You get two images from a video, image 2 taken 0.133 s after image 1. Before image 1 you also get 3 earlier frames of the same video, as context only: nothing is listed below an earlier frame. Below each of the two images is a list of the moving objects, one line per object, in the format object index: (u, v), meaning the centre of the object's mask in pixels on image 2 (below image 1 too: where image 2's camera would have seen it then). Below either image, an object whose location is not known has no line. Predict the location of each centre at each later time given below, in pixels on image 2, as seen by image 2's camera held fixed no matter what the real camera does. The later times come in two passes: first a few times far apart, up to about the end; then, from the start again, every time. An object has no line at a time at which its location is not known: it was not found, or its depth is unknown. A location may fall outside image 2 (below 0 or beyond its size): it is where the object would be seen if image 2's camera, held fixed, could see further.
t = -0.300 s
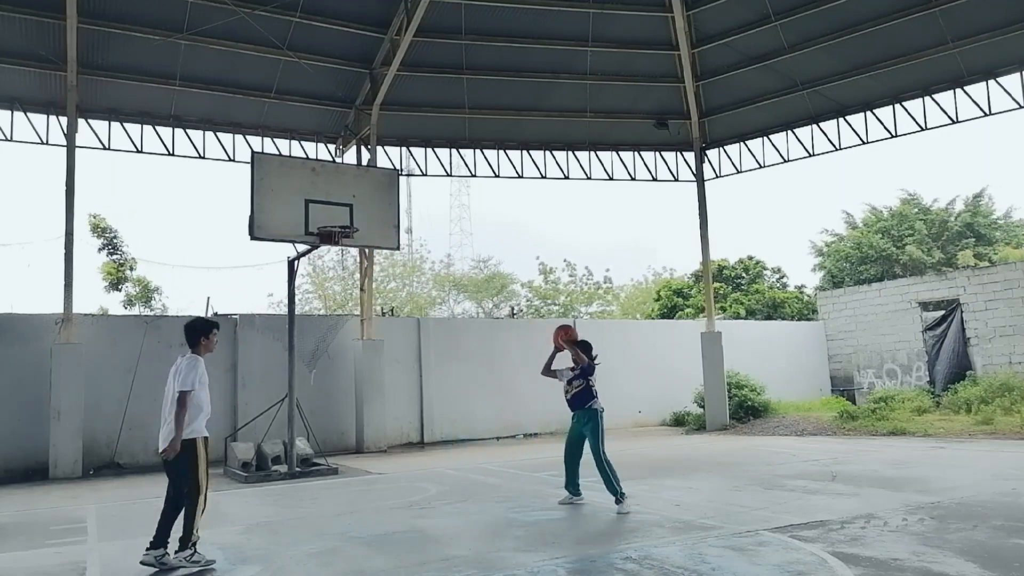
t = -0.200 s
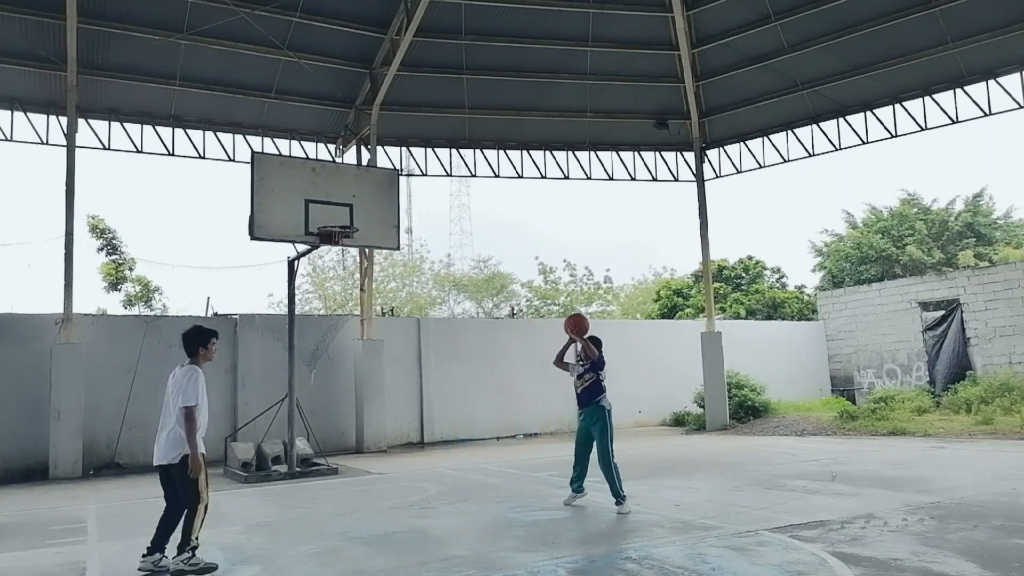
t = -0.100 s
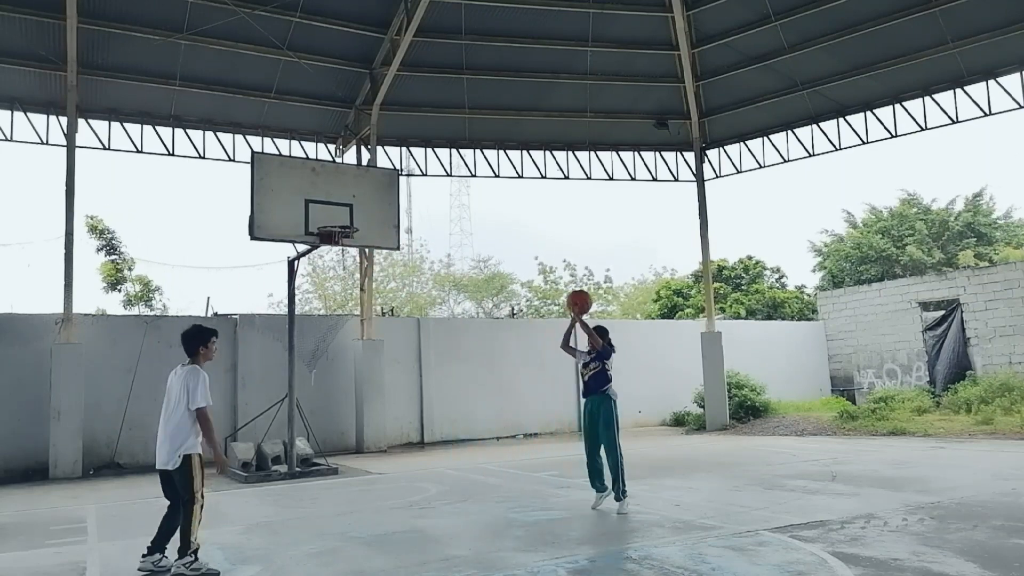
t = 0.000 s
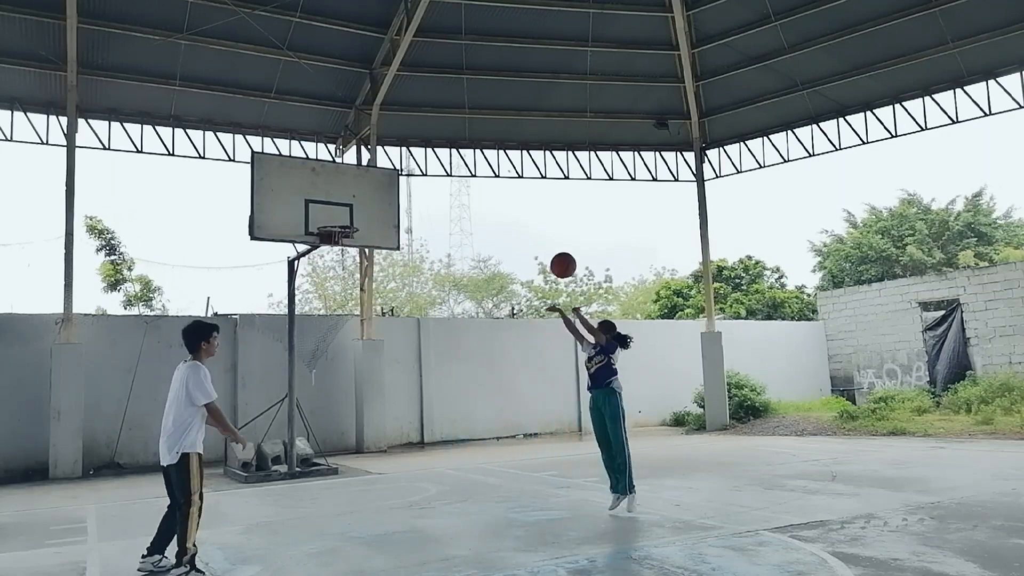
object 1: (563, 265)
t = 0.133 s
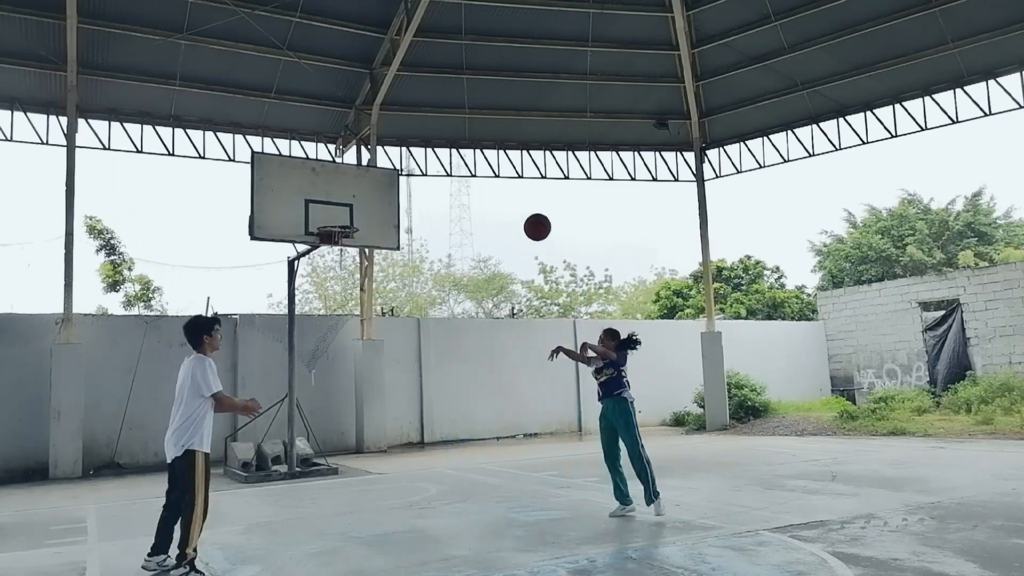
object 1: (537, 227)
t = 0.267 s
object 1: (510, 206)
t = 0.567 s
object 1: (437, 241)
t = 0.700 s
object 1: (398, 307)
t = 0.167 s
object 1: (531, 220)
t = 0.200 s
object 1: (524, 214)
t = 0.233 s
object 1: (517, 210)
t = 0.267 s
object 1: (510, 206)
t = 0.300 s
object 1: (502, 204)
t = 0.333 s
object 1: (495, 203)
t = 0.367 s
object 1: (487, 204)
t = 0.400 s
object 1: (480, 206)
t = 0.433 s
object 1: (472, 209)
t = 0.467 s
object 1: (463, 215)
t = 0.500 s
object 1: (455, 222)
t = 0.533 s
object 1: (446, 230)
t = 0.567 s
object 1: (437, 241)
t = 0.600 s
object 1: (428, 254)
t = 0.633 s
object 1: (418, 269)
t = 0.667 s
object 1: (408, 287)
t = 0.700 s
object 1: (398, 307)
